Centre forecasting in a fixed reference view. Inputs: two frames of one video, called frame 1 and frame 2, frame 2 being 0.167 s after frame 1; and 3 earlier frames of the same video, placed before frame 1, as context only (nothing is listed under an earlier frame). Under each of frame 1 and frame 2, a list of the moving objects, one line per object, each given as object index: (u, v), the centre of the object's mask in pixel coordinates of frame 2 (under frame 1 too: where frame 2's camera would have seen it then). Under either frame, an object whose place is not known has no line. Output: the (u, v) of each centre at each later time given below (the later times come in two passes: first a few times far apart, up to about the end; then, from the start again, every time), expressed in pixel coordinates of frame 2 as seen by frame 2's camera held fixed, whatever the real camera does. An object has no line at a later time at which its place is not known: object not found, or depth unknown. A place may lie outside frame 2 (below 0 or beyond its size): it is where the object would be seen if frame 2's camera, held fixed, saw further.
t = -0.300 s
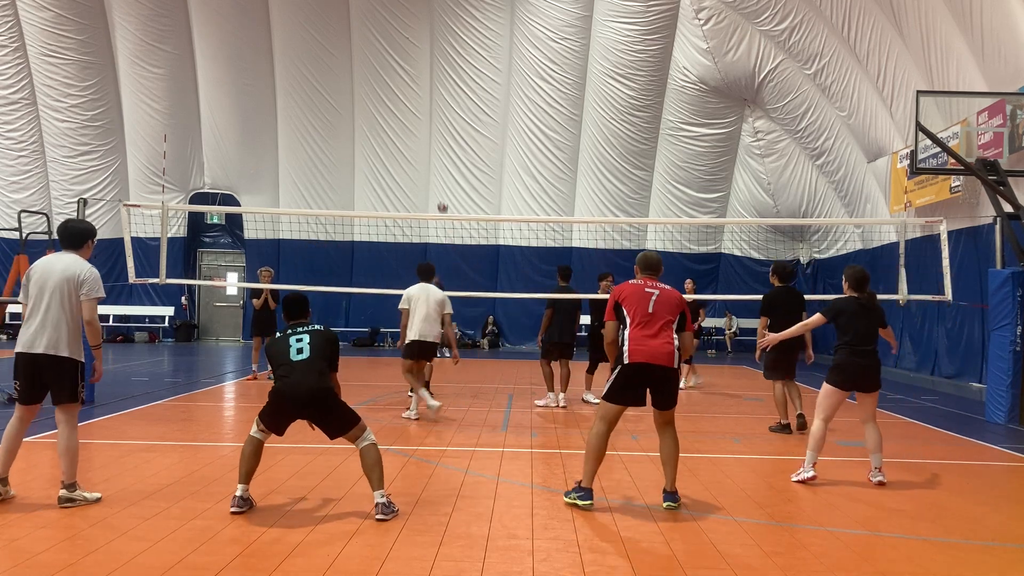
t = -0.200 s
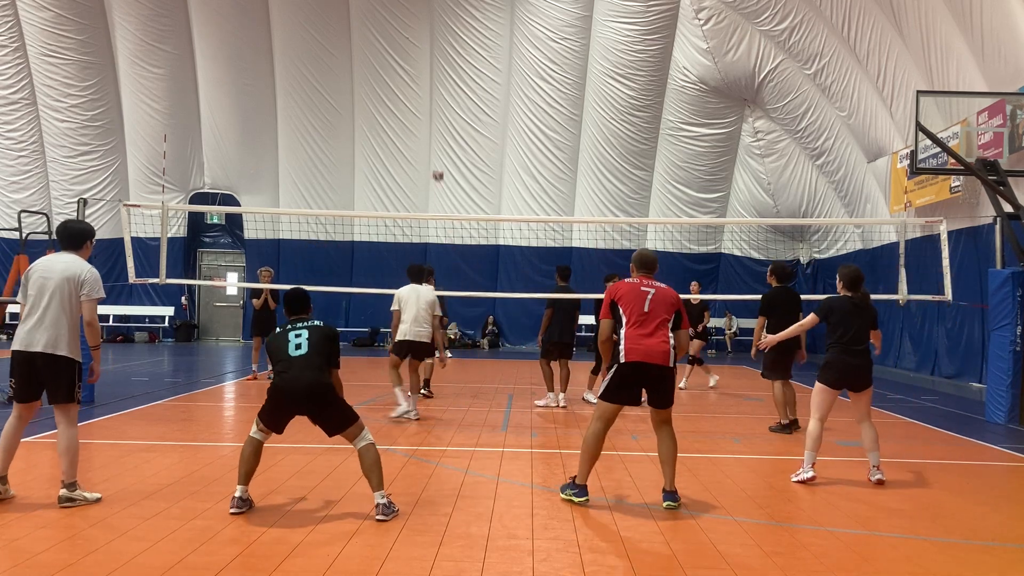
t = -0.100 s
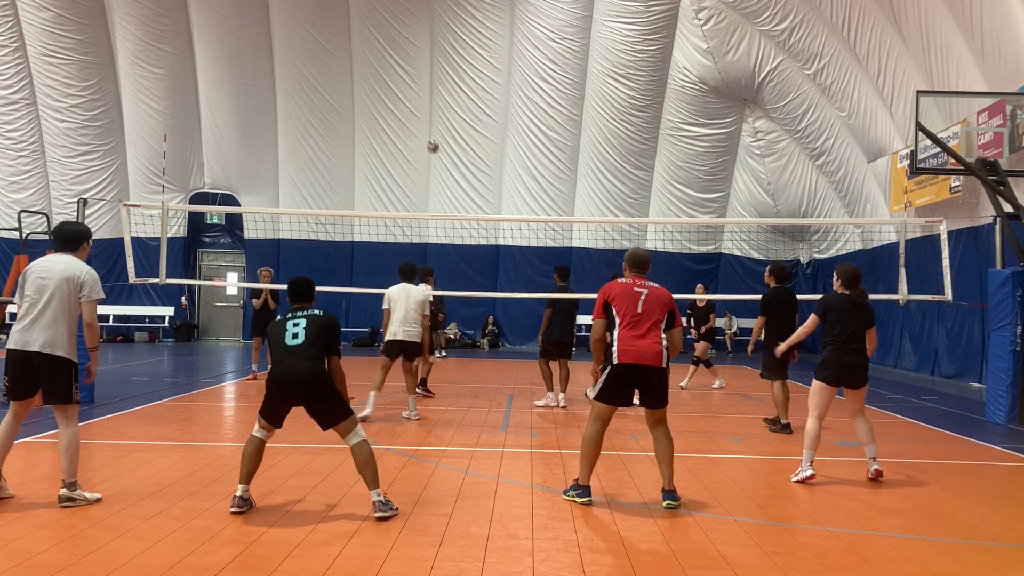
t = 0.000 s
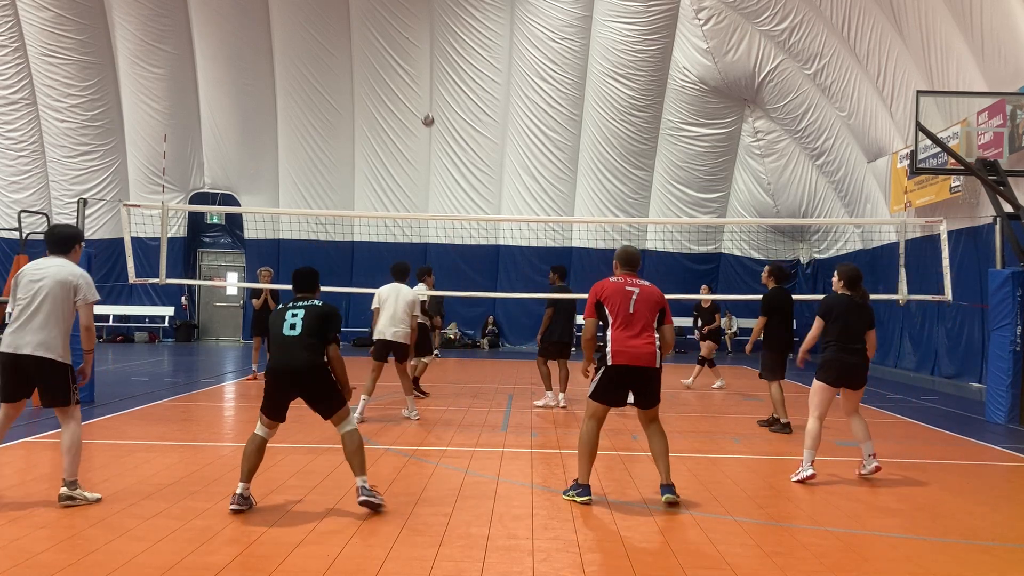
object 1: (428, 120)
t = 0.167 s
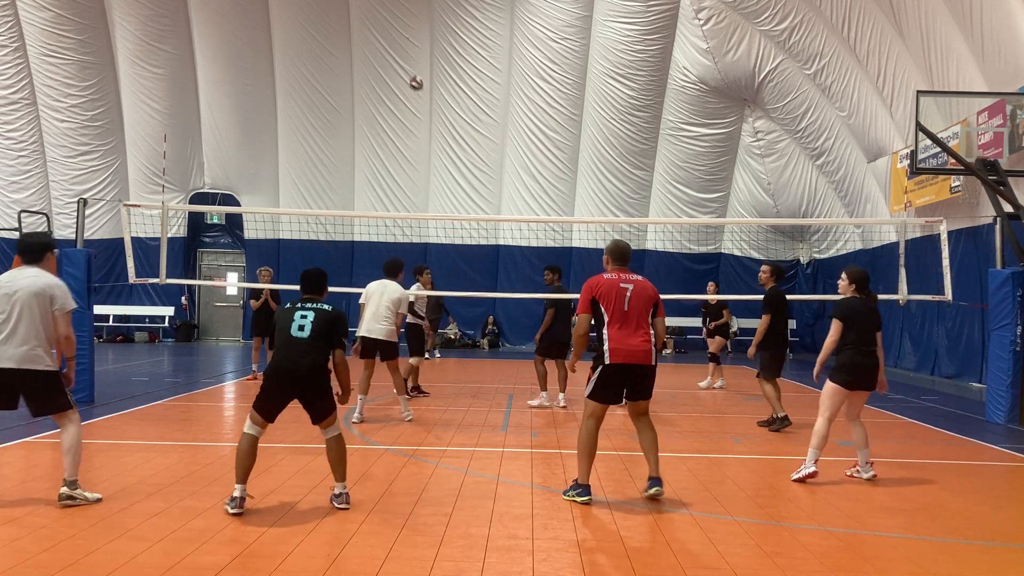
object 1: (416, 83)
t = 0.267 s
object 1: (408, 68)
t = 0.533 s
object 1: (384, 60)
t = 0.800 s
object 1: (341, 116)
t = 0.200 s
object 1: (413, 77)
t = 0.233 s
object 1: (411, 73)
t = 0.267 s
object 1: (408, 68)
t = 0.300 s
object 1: (406, 65)
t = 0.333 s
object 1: (403, 62)
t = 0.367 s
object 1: (400, 59)
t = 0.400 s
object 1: (397, 58)
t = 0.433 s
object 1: (394, 57)
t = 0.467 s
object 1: (391, 57)
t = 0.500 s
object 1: (388, 58)
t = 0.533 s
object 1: (384, 60)
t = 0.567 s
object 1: (380, 63)
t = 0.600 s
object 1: (375, 66)
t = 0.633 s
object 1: (370, 70)
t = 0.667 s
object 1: (365, 76)
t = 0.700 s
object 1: (360, 84)
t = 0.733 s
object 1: (354, 93)
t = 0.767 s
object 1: (347, 104)
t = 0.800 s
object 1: (341, 116)
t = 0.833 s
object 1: (334, 130)
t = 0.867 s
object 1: (327, 147)
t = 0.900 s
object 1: (320, 166)
